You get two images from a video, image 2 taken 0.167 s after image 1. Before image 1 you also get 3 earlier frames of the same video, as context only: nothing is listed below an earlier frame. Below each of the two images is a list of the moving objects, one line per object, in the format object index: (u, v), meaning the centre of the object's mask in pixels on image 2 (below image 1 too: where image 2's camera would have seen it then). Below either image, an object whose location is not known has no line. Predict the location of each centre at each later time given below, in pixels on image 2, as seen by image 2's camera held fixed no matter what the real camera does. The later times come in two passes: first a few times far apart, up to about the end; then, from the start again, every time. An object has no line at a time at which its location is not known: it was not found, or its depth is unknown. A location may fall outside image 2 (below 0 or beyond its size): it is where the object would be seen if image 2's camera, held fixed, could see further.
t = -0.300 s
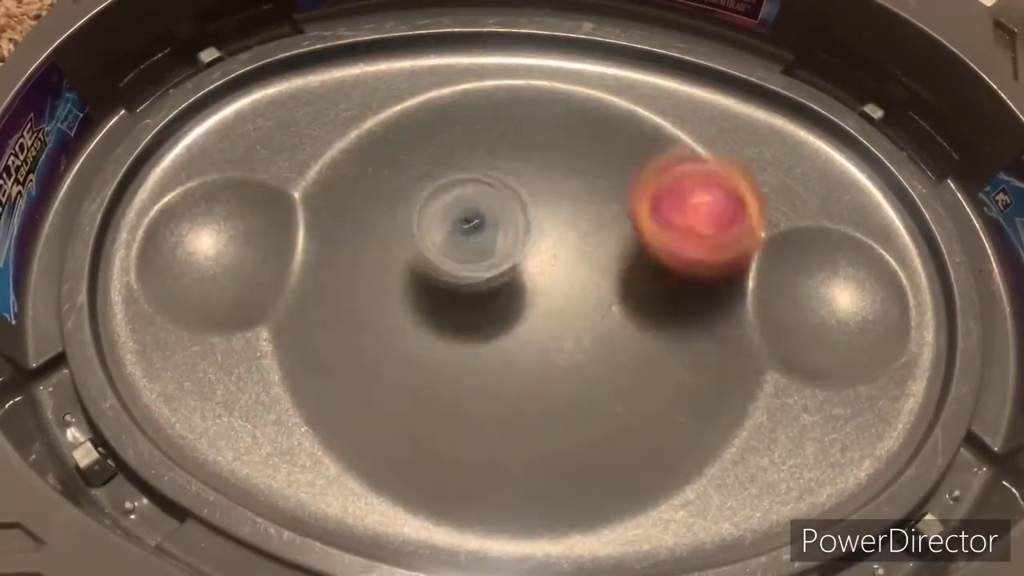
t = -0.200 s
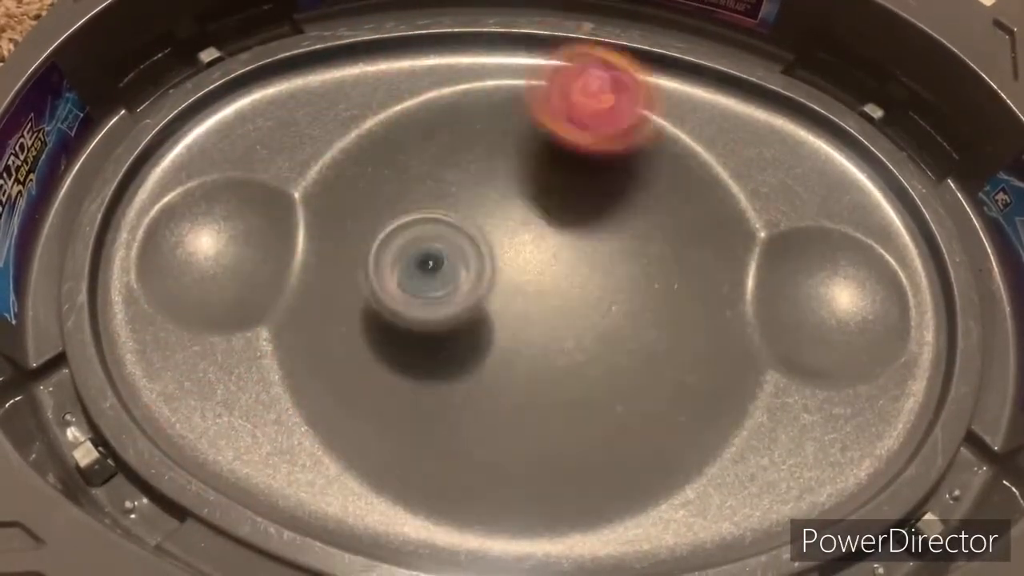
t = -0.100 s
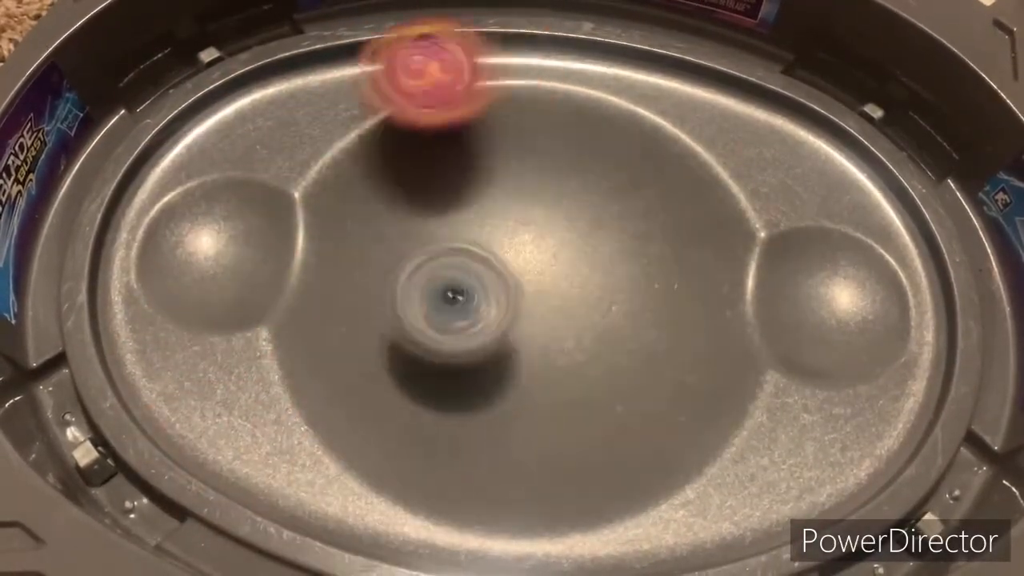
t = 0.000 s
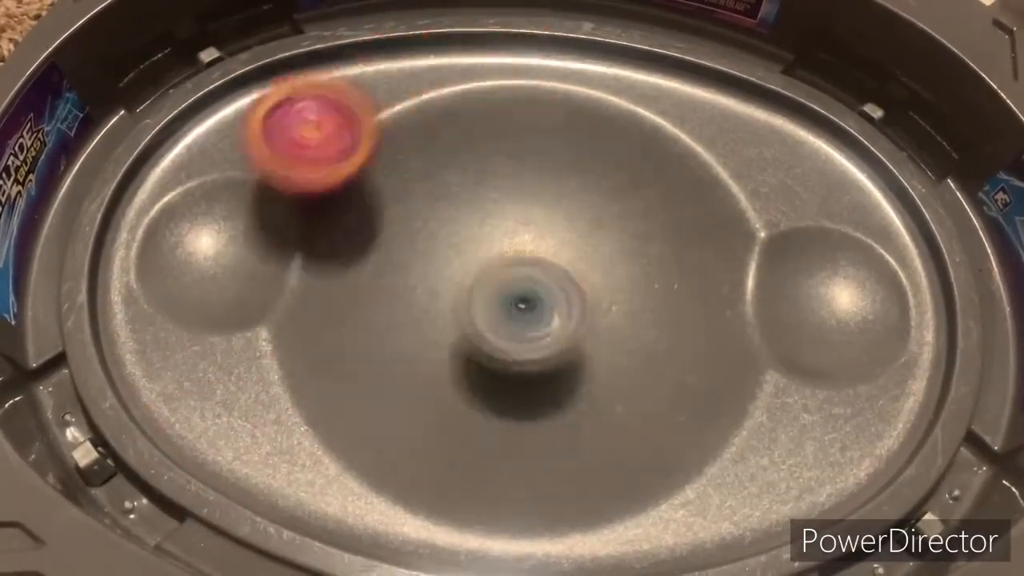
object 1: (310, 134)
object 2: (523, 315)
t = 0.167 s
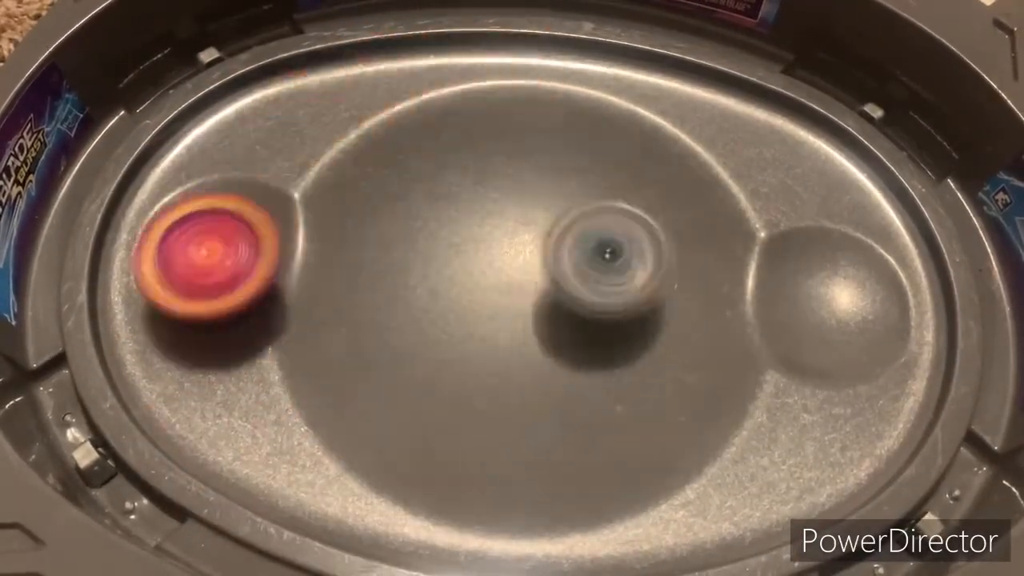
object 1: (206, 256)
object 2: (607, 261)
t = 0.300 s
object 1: (222, 256)
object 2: (569, 222)
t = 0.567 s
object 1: (151, 202)
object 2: (449, 289)
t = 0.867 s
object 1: (416, 369)
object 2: (606, 279)
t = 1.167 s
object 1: (669, 190)
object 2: (483, 215)
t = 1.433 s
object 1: (430, 134)
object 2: (499, 318)
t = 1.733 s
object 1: (544, 404)
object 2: (547, 251)
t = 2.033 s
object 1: (695, 202)
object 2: (498, 272)
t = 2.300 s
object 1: (410, 195)
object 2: (524, 296)
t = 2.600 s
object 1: (489, 423)
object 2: (555, 290)
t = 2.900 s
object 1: (631, 197)
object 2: (510, 248)
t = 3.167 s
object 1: (398, 136)
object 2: (514, 313)
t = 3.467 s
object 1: (500, 380)
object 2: (554, 242)
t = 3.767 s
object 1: (681, 205)
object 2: (496, 264)
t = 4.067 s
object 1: (455, 137)
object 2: (477, 325)
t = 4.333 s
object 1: (403, 265)
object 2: (589, 379)
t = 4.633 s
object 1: (465, 264)
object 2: (647, 267)
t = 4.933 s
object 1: (454, 239)
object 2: (602, 245)
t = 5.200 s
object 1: (415, 253)
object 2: (565, 312)
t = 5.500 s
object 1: (439, 230)
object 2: (538, 334)
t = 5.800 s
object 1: (485, 162)
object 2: (587, 343)
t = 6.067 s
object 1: (514, 170)
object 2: (587, 325)
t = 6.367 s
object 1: (599, 222)
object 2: (397, 233)
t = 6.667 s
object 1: (608, 311)
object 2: (532, 242)
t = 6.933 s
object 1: (526, 363)
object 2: (673, 321)
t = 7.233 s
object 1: (443, 299)
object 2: (571, 335)
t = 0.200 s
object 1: (197, 263)
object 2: (606, 250)
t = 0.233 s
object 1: (196, 265)
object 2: (597, 236)
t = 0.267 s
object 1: (205, 262)
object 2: (586, 227)
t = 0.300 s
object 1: (222, 256)
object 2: (569, 222)
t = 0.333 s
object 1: (242, 242)
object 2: (546, 216)
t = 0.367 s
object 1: (259, 225)
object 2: (527, 214)
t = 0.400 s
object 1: (262, 206)
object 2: (503, 218)
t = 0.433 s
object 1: (251, 189)
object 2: (479, 228)
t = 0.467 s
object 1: (231, 177)
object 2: (464, 240)
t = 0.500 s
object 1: (204, 175)
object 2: (453, 253)
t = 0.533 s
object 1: (174, 184)
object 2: (448, 269)
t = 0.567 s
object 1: (151, 202)
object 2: (449, 289)
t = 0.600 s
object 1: (142, 228)
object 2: (457, 304)
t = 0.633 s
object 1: (149, 256)
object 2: (473, 320)
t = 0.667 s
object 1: (174, 278)
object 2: (493, 334)
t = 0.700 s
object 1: (212, 293)
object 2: (511, 341)
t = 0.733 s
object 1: (247, 306)
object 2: (537, 341)
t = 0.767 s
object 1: (279, 320)
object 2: (558, 332)
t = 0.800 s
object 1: (317, 335)
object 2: (580, 318)
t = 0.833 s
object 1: (362, 354)
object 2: (597, 298)
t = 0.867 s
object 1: (416, 369)
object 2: (606, 279)
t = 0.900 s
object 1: (468, 381)
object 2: (610, 260)
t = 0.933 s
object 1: (519, 383)
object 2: (603, 240)
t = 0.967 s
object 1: (565, 373)
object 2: (592, 227)
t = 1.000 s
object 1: (605, 354)
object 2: (575, 213)
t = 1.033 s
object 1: (638, 327)
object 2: (563, 207)
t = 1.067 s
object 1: (661, 295)
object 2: (537, 203)
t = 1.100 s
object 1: (673, 261)
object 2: (518, 203)
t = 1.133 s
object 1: (677, 223)
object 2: (498, 207)
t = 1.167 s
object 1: (669, 190)
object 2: (483, 215)
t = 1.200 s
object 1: (654, 157)
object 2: (472, 226)
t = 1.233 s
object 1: (632, 133)
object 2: (462, 240)
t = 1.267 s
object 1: (603, 113)
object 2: (457, 261)
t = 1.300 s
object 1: (569, 100)
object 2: (455, 277)
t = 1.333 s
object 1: (532, 95)
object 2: (456, 291)
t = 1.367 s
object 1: (496, 99)
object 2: (465, 301)
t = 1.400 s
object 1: (460, 115)
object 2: (477, 312)
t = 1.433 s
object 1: (430, 134)
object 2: (499, 318)
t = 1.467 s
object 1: (406, 164)
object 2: (513, 321)
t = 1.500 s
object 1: (390, 195)
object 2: (529, 320)
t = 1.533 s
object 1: (385, 233)
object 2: (541, 318)
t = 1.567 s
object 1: (389, 273)
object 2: (549, 310)
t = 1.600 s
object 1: (404, 309)
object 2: (555, 304)
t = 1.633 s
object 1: (428, 344)
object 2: (556, 292)
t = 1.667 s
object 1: (460, 371)
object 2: (555, 278)
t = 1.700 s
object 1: (499, 392)
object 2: (550, 265)
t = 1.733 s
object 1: (544, 404)
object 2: (547, 251)
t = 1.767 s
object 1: (590, 404)
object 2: (541, 240)
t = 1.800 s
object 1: (633, 397)
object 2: (539, 230)
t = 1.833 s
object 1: (673, 380)
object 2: (536, 227)
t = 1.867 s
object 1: (703, 353)
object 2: (532, 229)
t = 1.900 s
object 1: (721, 324)
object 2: (525, 235)
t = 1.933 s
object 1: (730, 291)
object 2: (516, 244)
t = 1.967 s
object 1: (727, 256)
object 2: (510, 252)
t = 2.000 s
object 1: (715, 227)
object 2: (504, 263)
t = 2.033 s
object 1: (695, 202)
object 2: (498, 272)
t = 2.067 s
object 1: (666, 178)
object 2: (494, 281)
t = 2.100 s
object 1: (632, 162)
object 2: (491, 287)
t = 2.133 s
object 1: (596, 154)
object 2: (486, 289)
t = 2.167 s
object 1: (557, 149)
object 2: (486, 287)
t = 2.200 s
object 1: (515, 153)
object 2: (490, 286)
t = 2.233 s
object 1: (481, 165)
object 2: (497, 286)
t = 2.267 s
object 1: (444, 178)
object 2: (510, 289)
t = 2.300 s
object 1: (410, 195)
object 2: (524, 296)
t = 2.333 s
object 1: (385, 218)
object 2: (537, 301)
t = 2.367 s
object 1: (366, 245)
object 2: (548, 304)
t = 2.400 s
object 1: (353, 277)
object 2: (558, 304)
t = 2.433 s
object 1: (352, 310)
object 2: (564, 303)
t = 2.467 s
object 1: (362, 341)
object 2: (569, 301)
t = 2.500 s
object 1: (381, 373)
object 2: (570, 299)
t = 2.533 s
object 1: (412, 397)
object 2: (568, 296)
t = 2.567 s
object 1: (447, 413)
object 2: (562, 293)
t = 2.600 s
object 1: (489, 423)
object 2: (555, 290)
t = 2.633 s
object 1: (531, 420)
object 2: (547, 286)
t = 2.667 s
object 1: (569, 410)
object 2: (537, 281)
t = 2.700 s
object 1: (604, 390)
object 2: (527, 277)
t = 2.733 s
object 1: (630, 362)
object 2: (519, 272)
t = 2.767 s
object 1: (649, 332)
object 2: (512, 267)
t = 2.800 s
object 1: (657, 297)
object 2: (507, 262)
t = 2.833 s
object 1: (656, 263)
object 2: (504, 256)
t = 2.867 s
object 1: (648, 227)
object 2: (504, 251)
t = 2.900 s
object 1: (631, 197)
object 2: (510, 248)
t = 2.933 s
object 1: (612, 171)
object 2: (515, 249)
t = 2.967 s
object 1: (587, 147)
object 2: (519, 254)
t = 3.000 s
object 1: (560, 129)
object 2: (521, 262)
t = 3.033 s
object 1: (526, 116)
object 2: (524, 273)
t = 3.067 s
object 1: (494, 110)
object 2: (524, 285)
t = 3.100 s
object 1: (459, 111)
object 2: (525, 297)
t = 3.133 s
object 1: (427, 121)
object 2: (521, 309)
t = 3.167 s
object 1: (398, 136)
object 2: (514, 313)
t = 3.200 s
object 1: (377, 160)
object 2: (507, 313)
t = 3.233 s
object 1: (363, 188)
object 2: (505, 309)
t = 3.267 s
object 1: (358, 222)
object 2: (505, 298)
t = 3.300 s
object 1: (362, 255)
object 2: (507, 287)
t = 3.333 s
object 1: (376, 291)
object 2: (510, 276)
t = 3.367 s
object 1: (398, 321)
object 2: (517, 265)
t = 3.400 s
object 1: (425, 349)
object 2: (529, 252)
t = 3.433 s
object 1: (461, 367)
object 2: (543, 247)
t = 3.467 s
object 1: (500, 380)
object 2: (554, 242)
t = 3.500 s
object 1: (544, 383)
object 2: (563, 243)
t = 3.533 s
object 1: (583, 379)
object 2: (568, 248)
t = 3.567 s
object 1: (621, 366)
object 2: (567, 252)
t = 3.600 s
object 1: (652, 349)
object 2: (560, 260)
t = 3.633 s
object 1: (674, 321)
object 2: (550, 266)
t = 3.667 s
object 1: (688, 293)
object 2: (536, 270)
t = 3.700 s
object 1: (694, 261)
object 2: (523, 273)
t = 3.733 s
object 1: (694, 232)
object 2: (506, 268)
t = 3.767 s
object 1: (681, 205)
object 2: (496, 264)
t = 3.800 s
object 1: (663, 182)
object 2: (488, 261)
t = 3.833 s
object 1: (637, 163)
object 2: (484, 255)
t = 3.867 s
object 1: (608, 149)
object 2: (485, 251)
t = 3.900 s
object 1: (576, 142)
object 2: (497, 244)
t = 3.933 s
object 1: (548, 137)
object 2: (502, 251)
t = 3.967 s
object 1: (530, 124)
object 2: (493, 274)
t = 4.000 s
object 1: (505, 123)
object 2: (485, 294)
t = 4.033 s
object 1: (478, 126)
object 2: (480, 311)
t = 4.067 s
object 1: (455, 137)
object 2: (477, 325)
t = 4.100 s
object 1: (431, 153)
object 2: (476, 335)
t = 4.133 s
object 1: (416, 172)
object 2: (478, 341)
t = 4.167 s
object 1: (406, 198)
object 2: (482, 343)
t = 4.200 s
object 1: (401, 225)
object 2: (489, 344)
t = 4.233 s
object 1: (403, 248)
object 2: (499, 342)
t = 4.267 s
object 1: (399, 254)
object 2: (531, 360)
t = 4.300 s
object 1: (399, 258)
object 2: (562, 373)
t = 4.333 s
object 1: (403, 265)
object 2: (589, 379)
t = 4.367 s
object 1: (409, 272)
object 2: (604, 375)
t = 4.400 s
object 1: (417, 278)
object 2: (616, 365)
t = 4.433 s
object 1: (429, 284)
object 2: (619, 352)
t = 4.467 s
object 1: (442, 287)
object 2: (617, 336)
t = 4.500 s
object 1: (455, 288)
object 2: (612, 318)
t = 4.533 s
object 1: (466, 286)
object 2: (609, 299)
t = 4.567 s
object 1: (461, 276)
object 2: (631, 288)
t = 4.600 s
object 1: (462, 269)
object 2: (639, 281)
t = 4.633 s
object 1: (465, 264)
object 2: (647, 267)
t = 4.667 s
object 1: (469, 260)
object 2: (644, 256)
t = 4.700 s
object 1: (472, 255)
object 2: (637, 246)
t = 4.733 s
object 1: (476, 251)
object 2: (624, 239)
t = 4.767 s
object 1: (479, 247)
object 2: (611, 233)
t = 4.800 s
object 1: (470, 242)
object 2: (616, 232)
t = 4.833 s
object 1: (464, 239)
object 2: (620, 235)
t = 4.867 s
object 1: (458, 238)
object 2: (617, 232)
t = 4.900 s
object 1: (455, 238)
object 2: (610, 238)
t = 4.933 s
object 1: (454, 239)
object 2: (602, 245)
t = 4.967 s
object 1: (455, 241)
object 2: (590, 252)
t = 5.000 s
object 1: (446, 238)
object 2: (589, 262)
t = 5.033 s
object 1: (435, 237)
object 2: (596, 273)
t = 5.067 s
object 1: (426, 238)
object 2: (598, 284)
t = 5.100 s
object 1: (420, 240)
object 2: (595, 295)
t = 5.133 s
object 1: (415, 244)
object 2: (588, 301)
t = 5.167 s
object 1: (414, 248)
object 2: (576, 306)
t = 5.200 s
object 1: (415, 253)
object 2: (565, 312)
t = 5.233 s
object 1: (419, 258)
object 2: (555, 312)
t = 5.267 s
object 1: (422, 255)
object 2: (547, 321)
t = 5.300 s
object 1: (422, 247)
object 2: (548, 333)
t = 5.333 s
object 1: (424, 244)
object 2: (549, 343)
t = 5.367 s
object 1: (425, 242)
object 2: (551, 346)
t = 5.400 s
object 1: (426, 240)
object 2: (548, 349)
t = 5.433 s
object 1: (430, 240)
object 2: (541, 343)
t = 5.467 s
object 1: (436, 238)
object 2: (532, 333)
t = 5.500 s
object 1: (439, 230)
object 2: (538, 334)
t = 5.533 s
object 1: (443, 222)
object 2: (543, 331)
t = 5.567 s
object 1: (447, 216)
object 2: (542, 327)
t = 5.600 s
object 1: (453, 212)
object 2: (540, 320)
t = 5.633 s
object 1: (459, 206)
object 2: (546, 309)
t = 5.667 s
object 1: (465, 202)
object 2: (550, 305)
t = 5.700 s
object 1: (471, 198)
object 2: (556, 301)
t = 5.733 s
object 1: (477, 193)
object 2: (559, 299)
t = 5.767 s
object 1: (481, 174)
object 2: (574, 330)
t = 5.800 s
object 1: (485, 162)
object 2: (587, 343)
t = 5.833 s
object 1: (488, 156)
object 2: (604, 364)
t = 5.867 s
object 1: (490, 149)
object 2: (600, 363)
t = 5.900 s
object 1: (493, 146)
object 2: (605, 366)
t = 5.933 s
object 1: (495, 146)
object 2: (608, 358)
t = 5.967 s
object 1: (498, 148)
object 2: (603, 350)
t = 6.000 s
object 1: (502, 152)
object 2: (603, 344)
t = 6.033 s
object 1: (508, 160)
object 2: (592, 325)
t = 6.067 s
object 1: (514, 170)
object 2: (587, 325)
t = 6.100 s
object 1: (521, 179)
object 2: (578, 298)
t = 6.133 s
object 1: (535, 185)
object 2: (552, 300)
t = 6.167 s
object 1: (547, 190)
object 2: (521, 298)
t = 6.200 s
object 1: (557, 193)
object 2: (485, 300)
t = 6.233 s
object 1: (568, 197)
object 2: (464, 285)
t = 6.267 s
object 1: (578, 202)
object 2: (437, 271)
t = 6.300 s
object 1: (586, 207)
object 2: (419, 264)
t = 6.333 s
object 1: (593, 214)
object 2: (409, 238)
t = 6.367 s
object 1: (599, 222)
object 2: (397, 233)
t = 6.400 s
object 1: (606, 231)
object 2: (396, 228)
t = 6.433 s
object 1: (612, 240)
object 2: (408, 215)
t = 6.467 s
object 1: (615, 250)
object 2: (411, 207)
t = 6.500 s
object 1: (616, 260)
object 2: (418, 219)
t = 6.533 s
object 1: (617, 271)
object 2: (444, 215)
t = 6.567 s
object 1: (617, 281)
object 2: (468, 218)
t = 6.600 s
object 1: (615, 292)
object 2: (482, 233)
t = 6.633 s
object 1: (613, 301)
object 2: (510, 234)
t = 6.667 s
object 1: (608, 311)
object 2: (532, 242)
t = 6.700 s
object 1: (602, 320)
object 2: (542, 250)
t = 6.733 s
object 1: (596, 329)
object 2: (562, 248)
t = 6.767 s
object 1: (585, 339)
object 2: (597, 255)
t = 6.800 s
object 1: (572, 348)
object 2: (622, 270)
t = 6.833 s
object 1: (561, 355)
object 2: (643, 296)
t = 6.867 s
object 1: (549, 360)
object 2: (649, 310)
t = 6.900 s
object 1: (538, 362)
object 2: (666, 313)
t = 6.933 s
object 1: (526, 363)
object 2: (673, 321)
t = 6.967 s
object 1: (514, 364)
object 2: (674, 323)
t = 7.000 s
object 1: (504, 362)
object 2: (670, 326)
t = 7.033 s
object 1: (494, 357)
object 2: (660, 335)
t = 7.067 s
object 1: (483, 351)
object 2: (647, 327)
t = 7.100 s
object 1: (473, 343)
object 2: (637, 325)
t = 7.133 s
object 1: (464, 334)
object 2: (626, 331)
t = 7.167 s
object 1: (457, 324)
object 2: (603, 330)
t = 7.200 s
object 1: (449, 312)
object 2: (586, 334)
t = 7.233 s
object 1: (443, 299)
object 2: (571, 335)
